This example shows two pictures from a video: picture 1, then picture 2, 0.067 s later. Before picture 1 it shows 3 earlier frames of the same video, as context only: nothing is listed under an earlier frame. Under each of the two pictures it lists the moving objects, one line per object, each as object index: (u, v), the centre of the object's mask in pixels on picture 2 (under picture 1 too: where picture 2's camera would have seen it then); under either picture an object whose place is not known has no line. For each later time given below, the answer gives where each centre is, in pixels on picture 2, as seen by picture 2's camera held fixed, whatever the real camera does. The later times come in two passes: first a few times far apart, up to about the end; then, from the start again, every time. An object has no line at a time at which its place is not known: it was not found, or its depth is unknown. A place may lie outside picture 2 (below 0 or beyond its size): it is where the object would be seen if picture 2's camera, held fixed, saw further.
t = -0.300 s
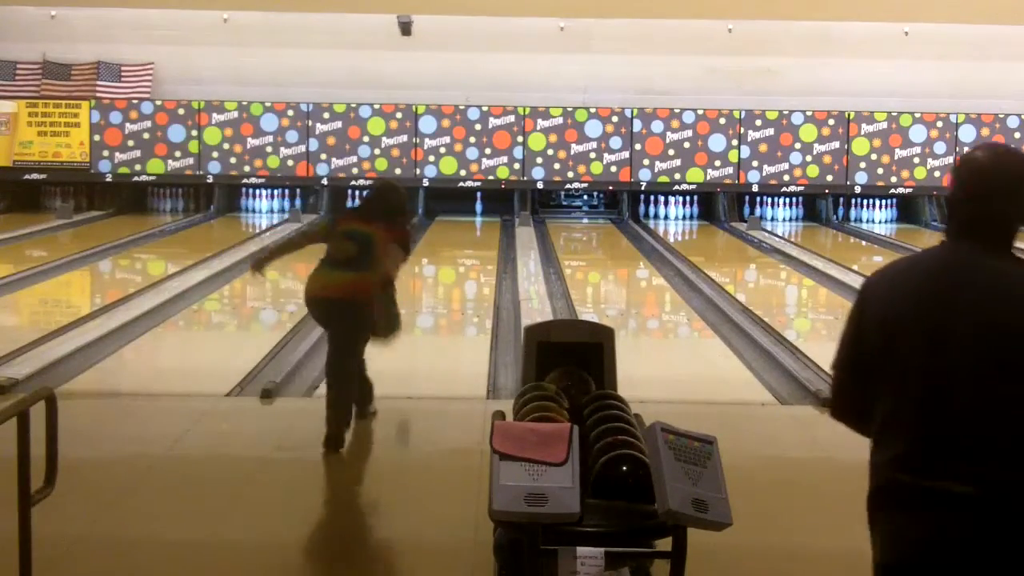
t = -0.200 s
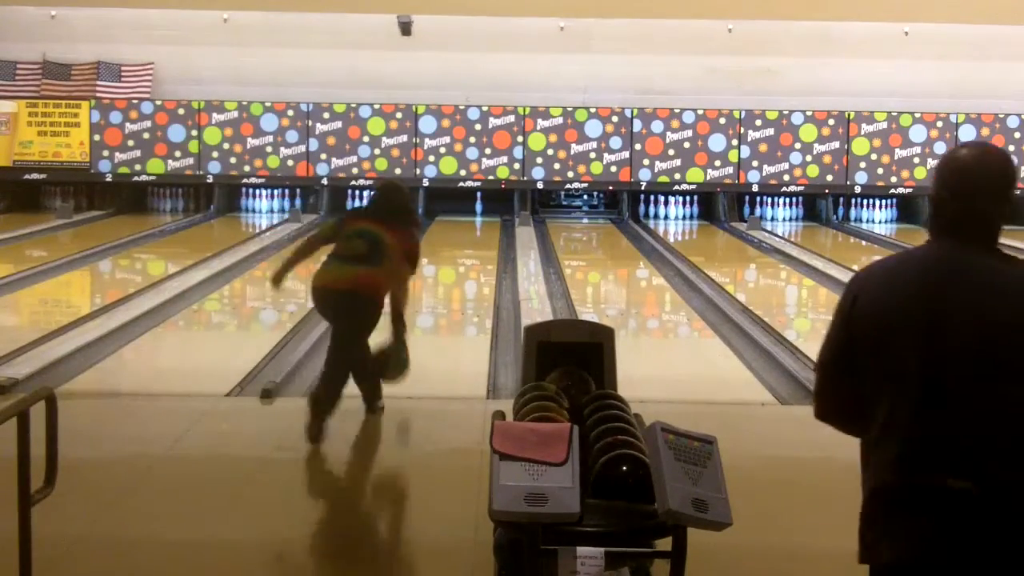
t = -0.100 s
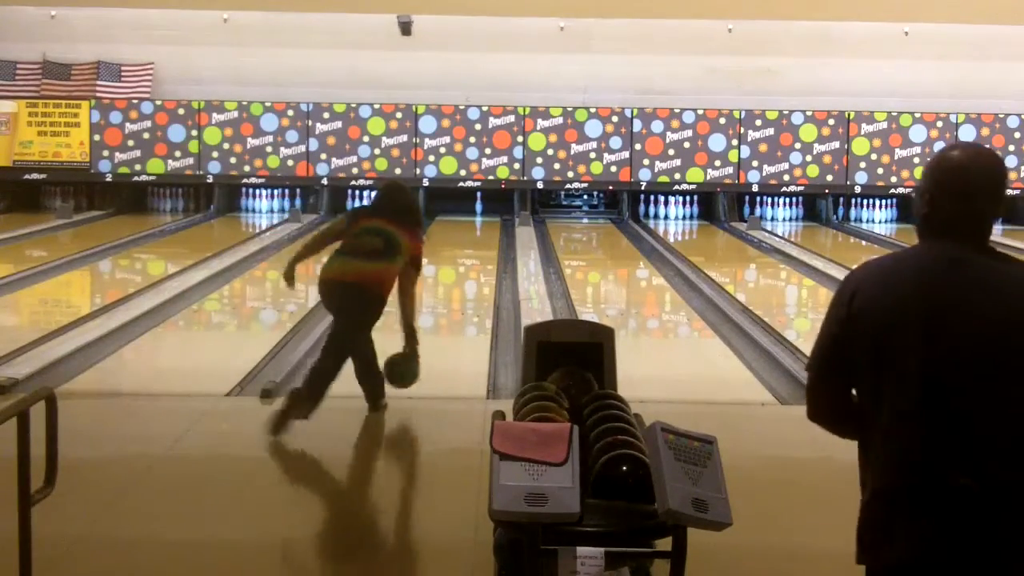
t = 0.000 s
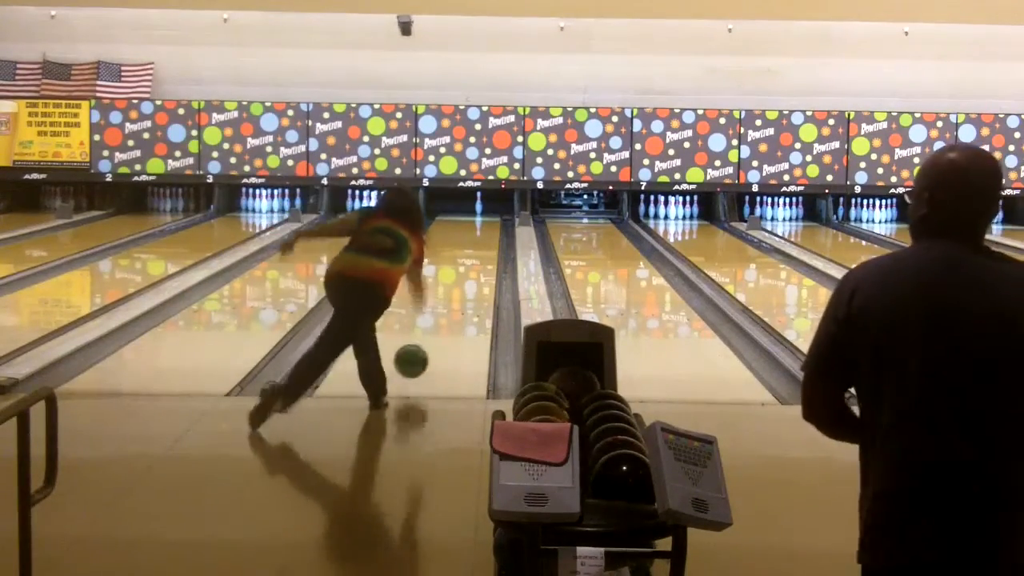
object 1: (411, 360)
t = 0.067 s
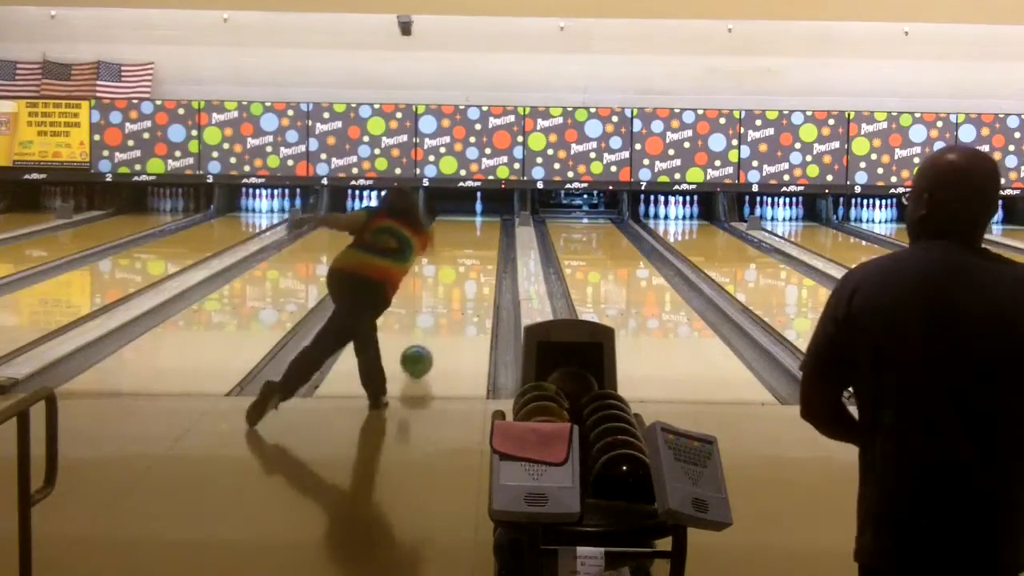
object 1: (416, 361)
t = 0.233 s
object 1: (428, 337)
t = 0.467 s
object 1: (441, 311)
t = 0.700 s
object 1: (450, 291)
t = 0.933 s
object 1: (458, 275)
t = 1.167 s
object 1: (464, 260)
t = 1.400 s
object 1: (468, 249)
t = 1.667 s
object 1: (473, 237)
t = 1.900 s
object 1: (475, 228)
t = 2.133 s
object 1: (475, 222)
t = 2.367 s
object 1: (476, 216)
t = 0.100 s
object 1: (419, 354)
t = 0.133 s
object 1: (421, 349)
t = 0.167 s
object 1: (423, 345)
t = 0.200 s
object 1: (426, 342)
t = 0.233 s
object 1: (428, 337)
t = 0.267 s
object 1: (430, 333)
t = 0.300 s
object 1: (432, 329)
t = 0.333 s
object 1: (434, 324)
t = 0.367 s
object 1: (435, 321)
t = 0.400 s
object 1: (438, 317)
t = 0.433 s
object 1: (439, 313)
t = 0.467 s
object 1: (441, 311)
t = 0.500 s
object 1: (442, 308)
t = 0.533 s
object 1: (443, 305)
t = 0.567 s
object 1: (445, 302)
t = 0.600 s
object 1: (446, 298)
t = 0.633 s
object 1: (448, 296)
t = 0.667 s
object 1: (449, 293)
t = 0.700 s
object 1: (450, 291)
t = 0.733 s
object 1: (452, 288)
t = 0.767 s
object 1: (453, 285)
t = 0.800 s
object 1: (454, 283)
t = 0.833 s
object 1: (455, 281)
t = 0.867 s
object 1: (455, 279)
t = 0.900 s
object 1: (457, 276)
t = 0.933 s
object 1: (458, 275)
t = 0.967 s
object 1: (459, 271)
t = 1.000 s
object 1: (460, 269)
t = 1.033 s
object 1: (461, 266)
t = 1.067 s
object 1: (462, 265)
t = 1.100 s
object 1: (463, 263)
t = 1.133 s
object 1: (463, 262)
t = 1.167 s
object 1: (464, 260)
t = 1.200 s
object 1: (464, 259)
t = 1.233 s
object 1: (465, 256)
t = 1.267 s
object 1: (466, 254)
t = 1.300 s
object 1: (466, 252)
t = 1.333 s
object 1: (467, 251)
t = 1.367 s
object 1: (467, 250)
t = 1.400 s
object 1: (468, 249)
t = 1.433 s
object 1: (469, 247)
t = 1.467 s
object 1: (470, 246)
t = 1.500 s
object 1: (471, 244)
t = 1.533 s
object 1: (471, 244)
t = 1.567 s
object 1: (471, 241)
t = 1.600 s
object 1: (471, 239)
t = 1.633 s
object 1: (471, 238)
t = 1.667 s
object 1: (473, 237)
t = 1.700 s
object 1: (472, 236)
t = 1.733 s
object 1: (473, 235)
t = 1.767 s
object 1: (473, 234)
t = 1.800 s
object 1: (473, 233)
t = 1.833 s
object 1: (474, 231)
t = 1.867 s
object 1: (475, 230)
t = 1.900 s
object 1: (475, 228)
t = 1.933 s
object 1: (474, 229)
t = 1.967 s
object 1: (475, 227)
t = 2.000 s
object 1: (475, 226)
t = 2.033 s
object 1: (476, 225)
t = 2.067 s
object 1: (476, 224)
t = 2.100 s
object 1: (476, 223)
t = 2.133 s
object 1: (475, 222)
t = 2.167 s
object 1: (475, 222)
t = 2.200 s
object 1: (476, 221)
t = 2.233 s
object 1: (475, 220)
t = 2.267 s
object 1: (475, 219)
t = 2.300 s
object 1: (476, 218)
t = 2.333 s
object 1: (476, 217)
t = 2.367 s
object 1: (476, 216)
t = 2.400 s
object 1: (476, 215)
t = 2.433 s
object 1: (476, 215)
